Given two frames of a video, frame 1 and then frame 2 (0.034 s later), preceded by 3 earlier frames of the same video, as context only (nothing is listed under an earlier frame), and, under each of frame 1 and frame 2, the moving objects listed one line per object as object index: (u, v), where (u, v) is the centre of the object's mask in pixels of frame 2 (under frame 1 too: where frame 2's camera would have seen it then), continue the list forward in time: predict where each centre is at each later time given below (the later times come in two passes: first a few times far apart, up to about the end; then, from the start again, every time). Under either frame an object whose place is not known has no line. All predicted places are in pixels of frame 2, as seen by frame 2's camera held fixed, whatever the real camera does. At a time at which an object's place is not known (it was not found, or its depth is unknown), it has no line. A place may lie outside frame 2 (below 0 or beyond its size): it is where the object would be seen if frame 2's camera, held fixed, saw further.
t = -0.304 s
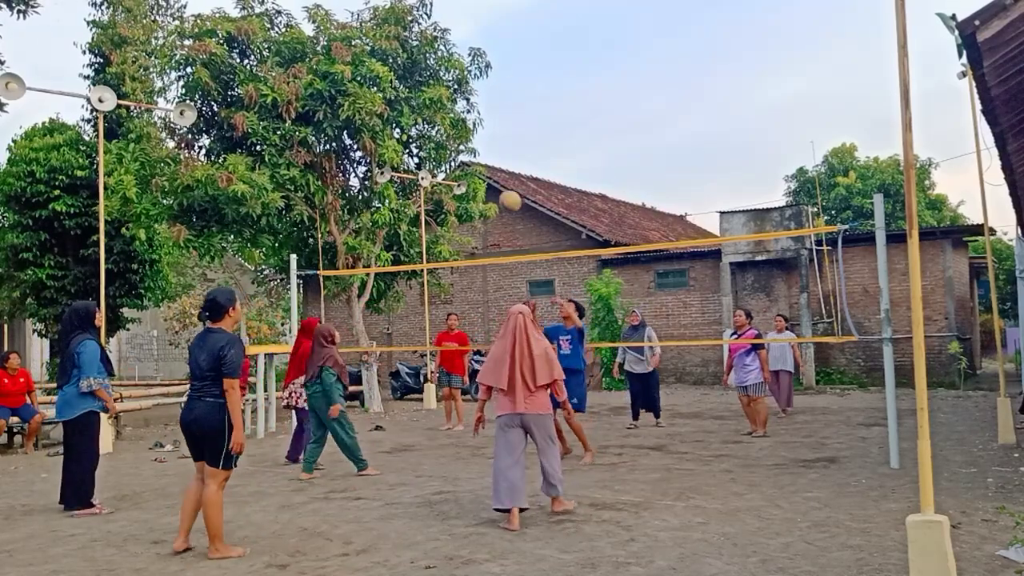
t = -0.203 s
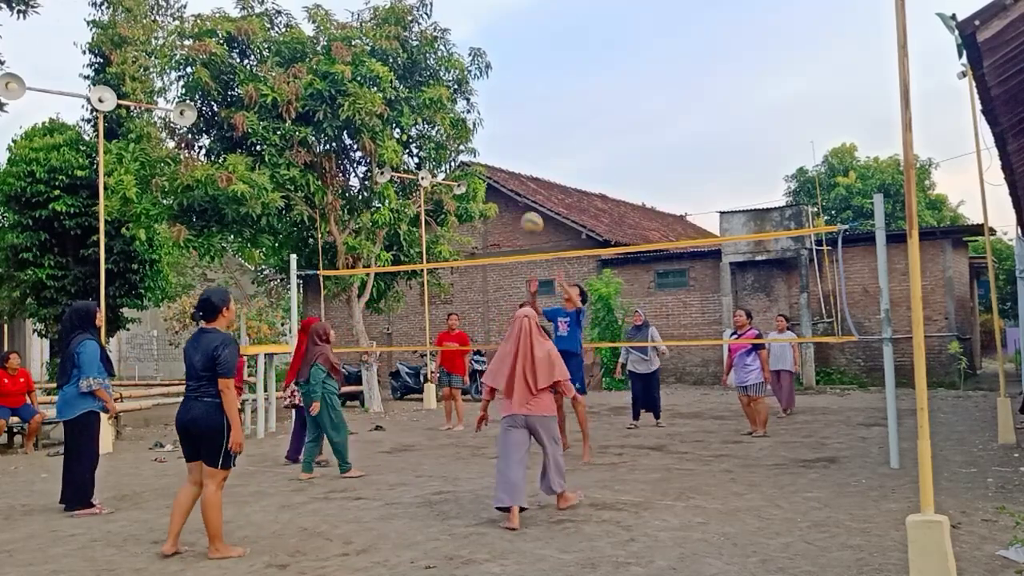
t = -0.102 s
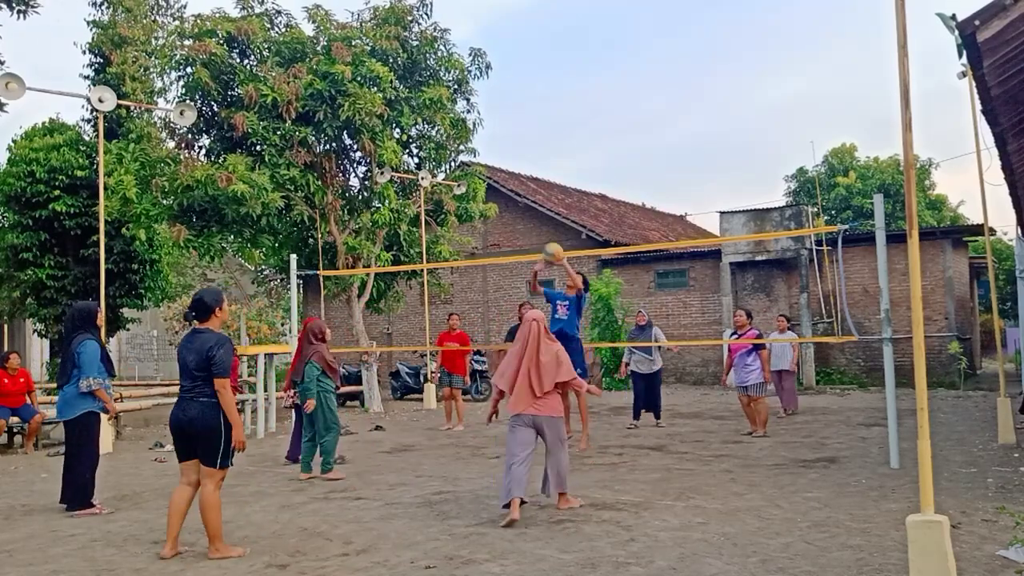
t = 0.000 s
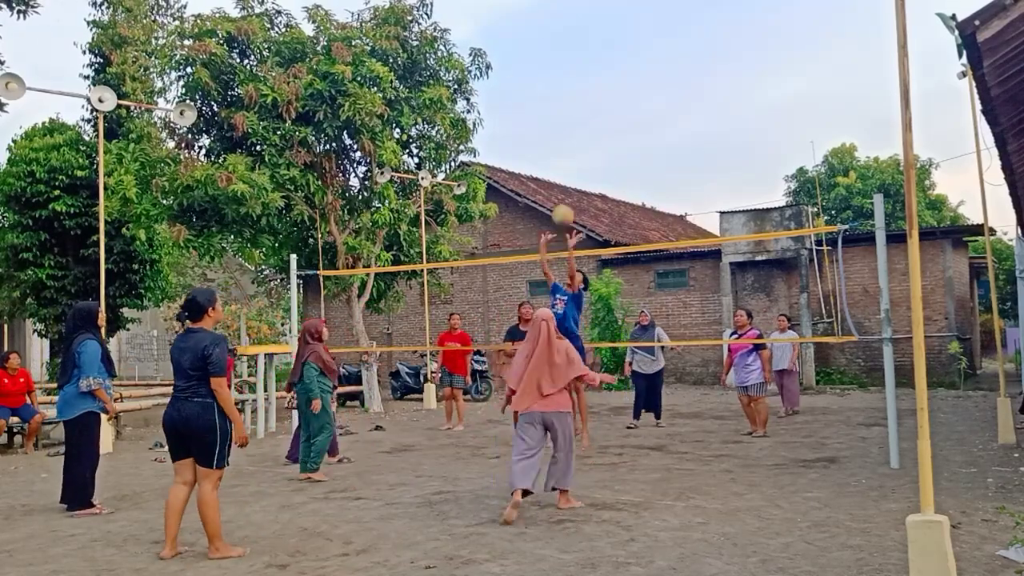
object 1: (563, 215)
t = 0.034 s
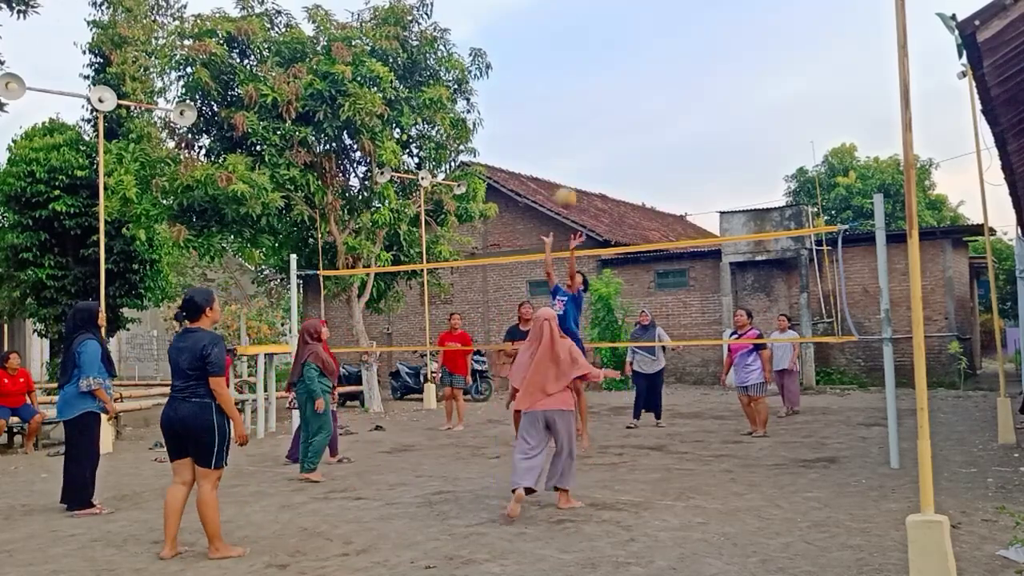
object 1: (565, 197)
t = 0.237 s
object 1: (580, 109)
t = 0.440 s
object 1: (595, 61)
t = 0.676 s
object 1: (613, 57)
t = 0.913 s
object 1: (633, 113)
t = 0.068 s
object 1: (568, 179)
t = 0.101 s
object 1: (570, 164)
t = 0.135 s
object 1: (573, 149)
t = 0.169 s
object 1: (575, 134)
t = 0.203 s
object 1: (578, 121)
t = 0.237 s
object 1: (580, 109)
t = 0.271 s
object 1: (583, 98)
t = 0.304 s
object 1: (585, 89)
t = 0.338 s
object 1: (587, 80)
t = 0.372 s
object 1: (590, 73)
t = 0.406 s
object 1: (592, 66)
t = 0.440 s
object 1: (595, 61)
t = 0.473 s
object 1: (597, 57)
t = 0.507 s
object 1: (600, 54)
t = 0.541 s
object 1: (603, 52)
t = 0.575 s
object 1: (605, 51)
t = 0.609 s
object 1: (608, 52)
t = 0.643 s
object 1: (610, 54)
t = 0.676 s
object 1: (613, 57)
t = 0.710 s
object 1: (616, 61)
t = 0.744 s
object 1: (619, 66)
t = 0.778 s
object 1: (622, 73)
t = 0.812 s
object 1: (624, 81)
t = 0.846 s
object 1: (627, 90)
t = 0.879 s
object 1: (630, 101)
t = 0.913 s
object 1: (633, 113)
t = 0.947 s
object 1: (636, 126)
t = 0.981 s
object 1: (638, 140)
